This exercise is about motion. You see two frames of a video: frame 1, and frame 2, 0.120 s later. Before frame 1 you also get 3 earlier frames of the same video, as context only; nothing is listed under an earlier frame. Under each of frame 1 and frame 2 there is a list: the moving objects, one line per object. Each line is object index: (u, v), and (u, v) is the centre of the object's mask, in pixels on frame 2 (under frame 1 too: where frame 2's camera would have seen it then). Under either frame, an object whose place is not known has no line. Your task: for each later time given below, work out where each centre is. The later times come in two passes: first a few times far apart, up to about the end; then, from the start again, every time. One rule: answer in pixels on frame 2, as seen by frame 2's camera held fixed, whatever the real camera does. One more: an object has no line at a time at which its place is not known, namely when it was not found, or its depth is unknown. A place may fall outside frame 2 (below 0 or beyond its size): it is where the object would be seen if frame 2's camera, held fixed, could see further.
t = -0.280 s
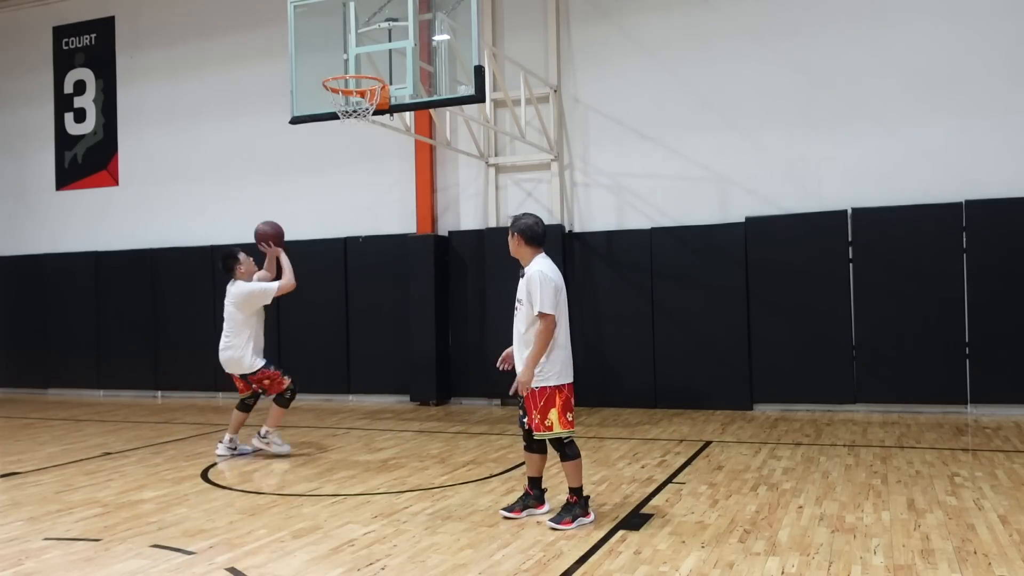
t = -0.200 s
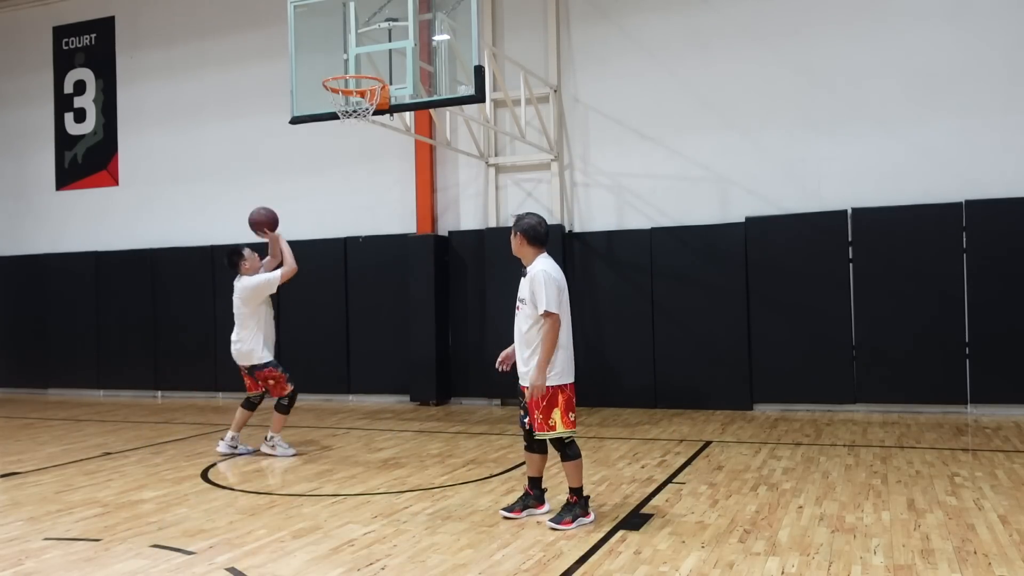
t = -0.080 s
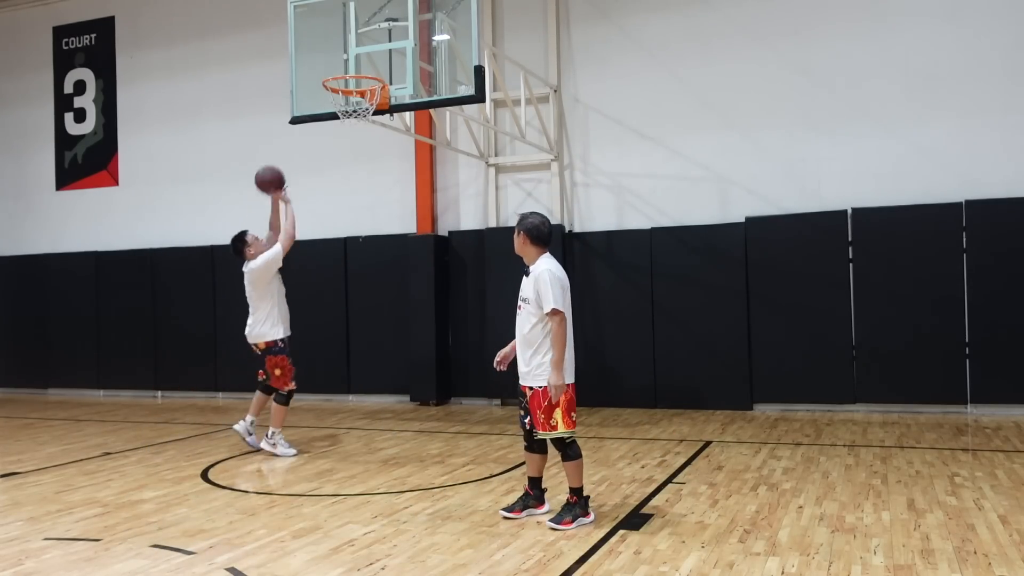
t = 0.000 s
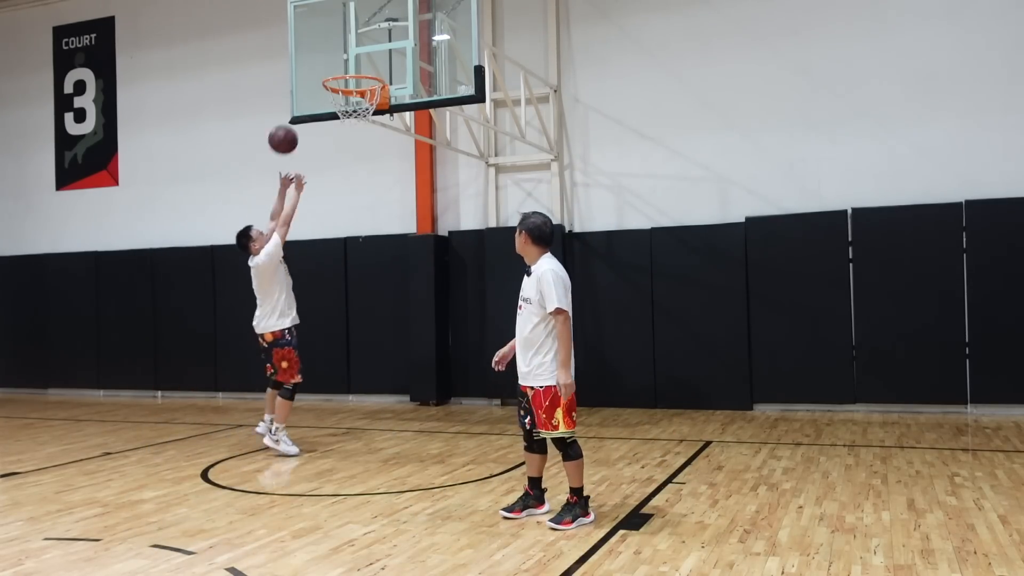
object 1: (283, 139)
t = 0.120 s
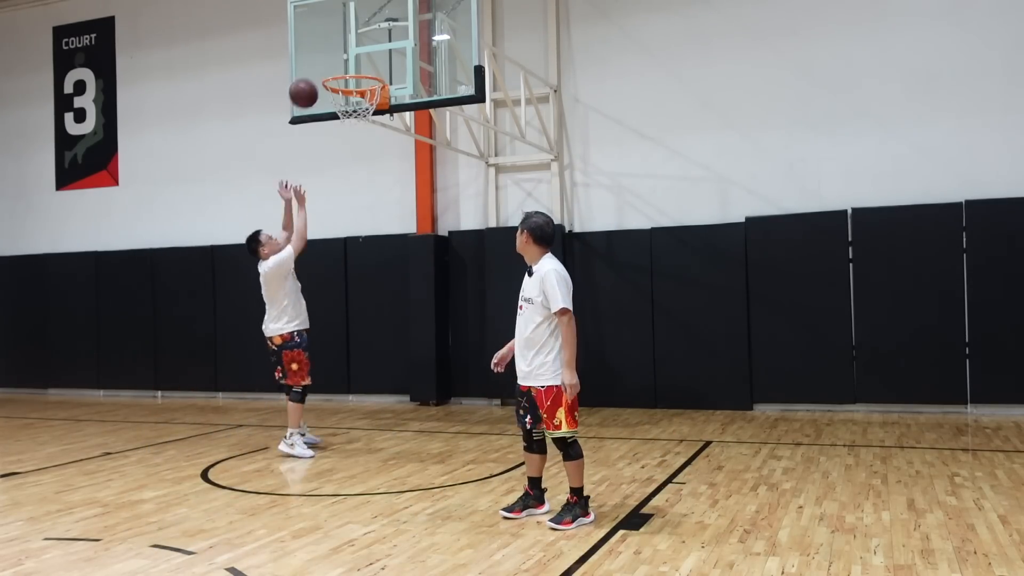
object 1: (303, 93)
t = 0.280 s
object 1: (331, 58)
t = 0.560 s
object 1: (344, 64)
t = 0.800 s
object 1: (354, 125)
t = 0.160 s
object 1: (310, 81)
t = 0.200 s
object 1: (316, 71)
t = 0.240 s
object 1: (324, 64)
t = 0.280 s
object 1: (331, 58)
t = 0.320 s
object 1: (337, 54)
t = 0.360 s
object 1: (338, 52)
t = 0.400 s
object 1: (339, 51)
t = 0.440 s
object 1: (340, 52)
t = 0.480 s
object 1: (342, 55)
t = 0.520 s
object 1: (343, 60)
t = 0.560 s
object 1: (344, 64)
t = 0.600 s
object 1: (346, 75)
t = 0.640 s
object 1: (347, 89)
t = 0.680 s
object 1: (349, 97)
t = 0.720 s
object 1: (351, 111)
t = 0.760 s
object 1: (352, 122)
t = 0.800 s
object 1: (354, 125)
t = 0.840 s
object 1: (355, 133)
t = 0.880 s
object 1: (357, 144)
